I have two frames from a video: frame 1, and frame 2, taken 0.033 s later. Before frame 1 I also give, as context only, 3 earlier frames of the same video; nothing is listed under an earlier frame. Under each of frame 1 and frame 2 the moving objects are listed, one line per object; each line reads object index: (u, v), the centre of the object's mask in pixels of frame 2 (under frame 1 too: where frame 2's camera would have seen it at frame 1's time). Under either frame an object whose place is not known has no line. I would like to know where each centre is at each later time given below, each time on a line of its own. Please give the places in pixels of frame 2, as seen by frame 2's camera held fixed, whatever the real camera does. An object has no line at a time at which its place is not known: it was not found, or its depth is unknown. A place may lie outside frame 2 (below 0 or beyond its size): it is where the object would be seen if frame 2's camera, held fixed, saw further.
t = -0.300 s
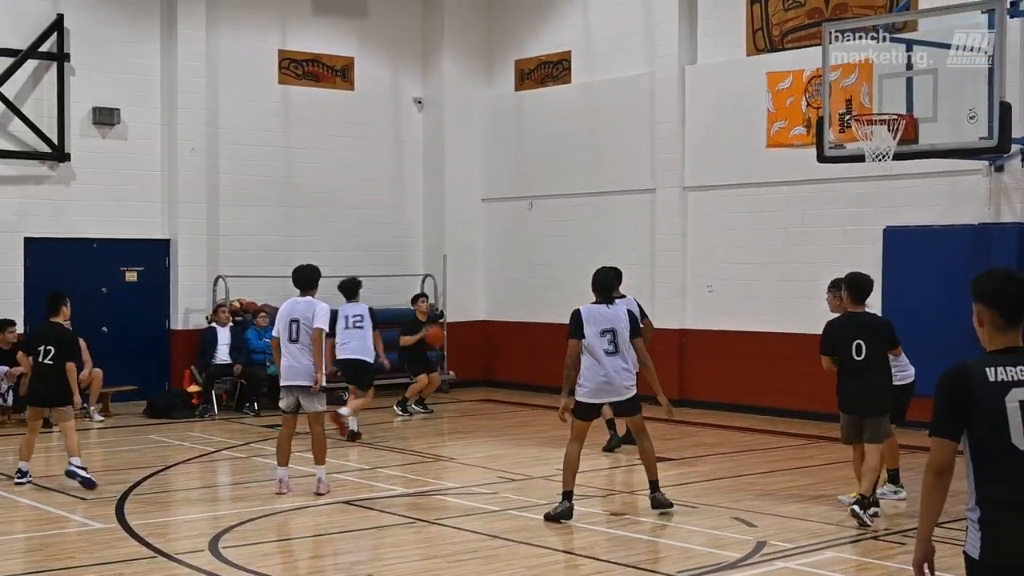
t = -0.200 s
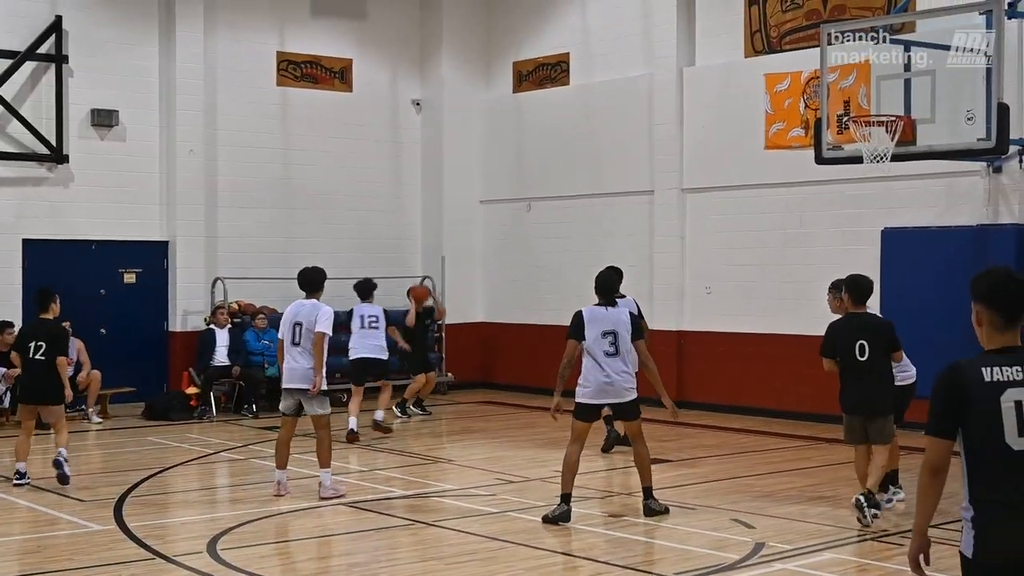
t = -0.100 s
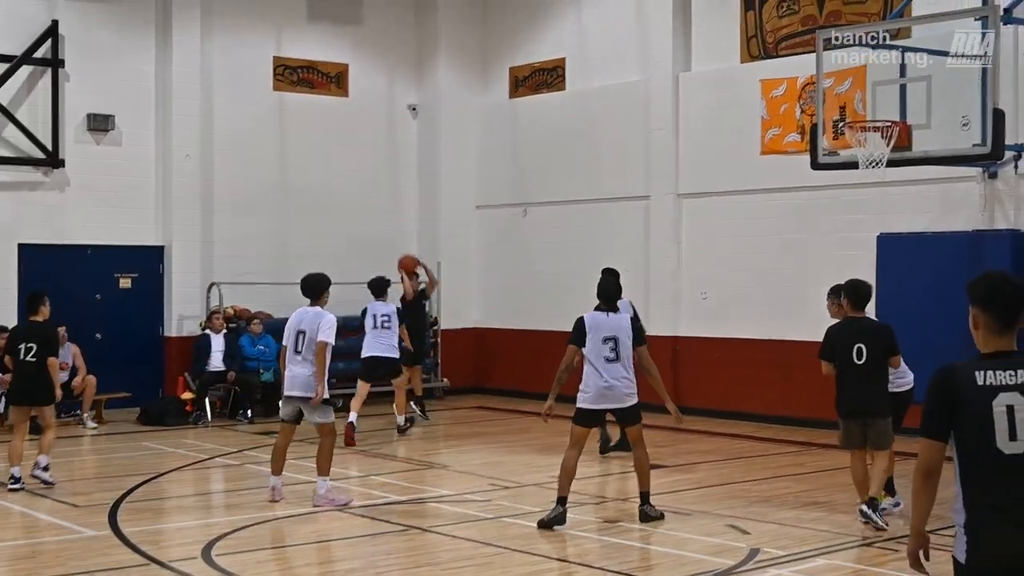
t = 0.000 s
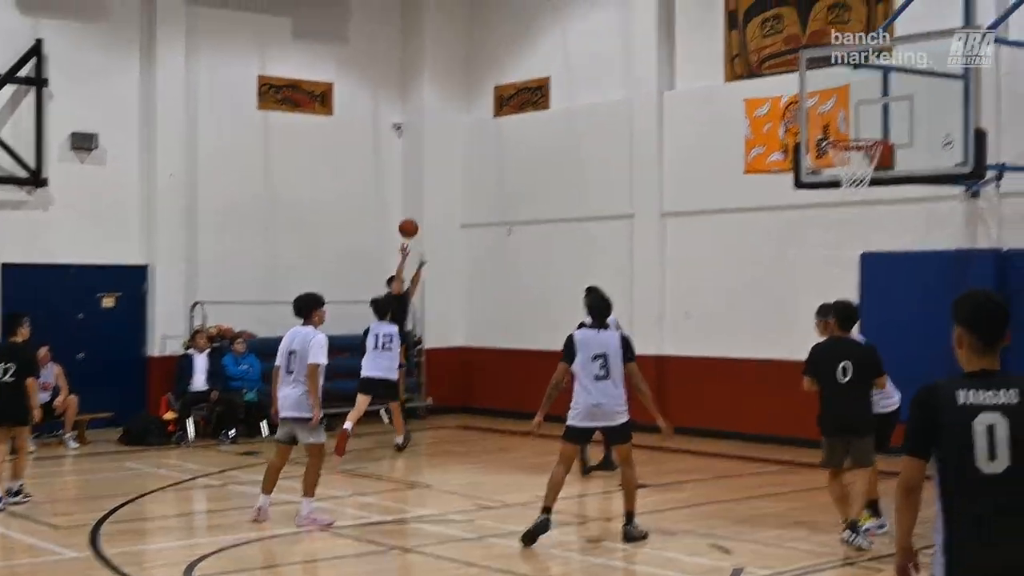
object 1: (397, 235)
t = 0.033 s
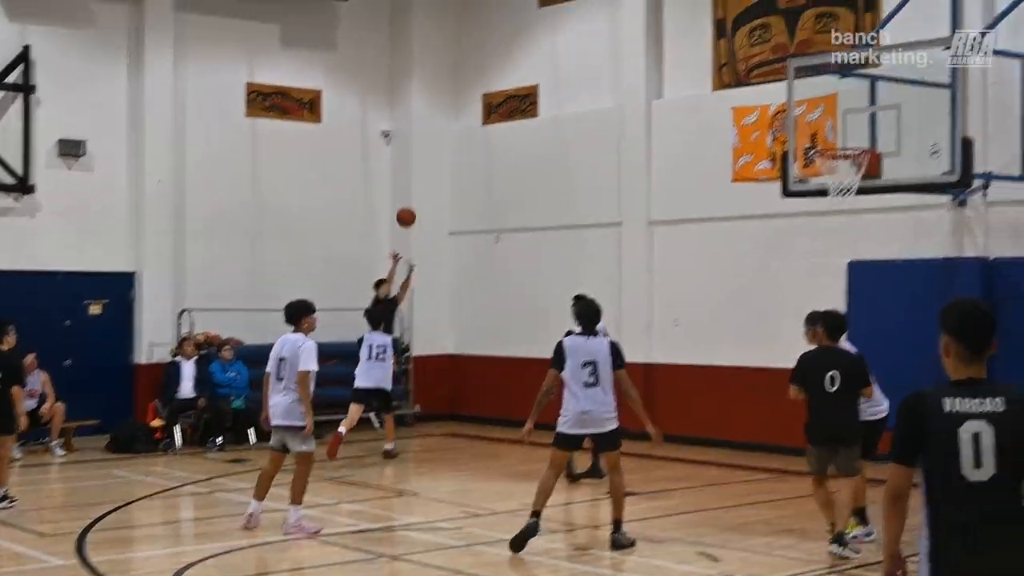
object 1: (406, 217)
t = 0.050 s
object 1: (411, 208)
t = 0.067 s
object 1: (415, 200)
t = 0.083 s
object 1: (421, 190)
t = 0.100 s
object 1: (425, 182)
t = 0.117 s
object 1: (430, 174)
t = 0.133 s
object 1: (434, 166)
